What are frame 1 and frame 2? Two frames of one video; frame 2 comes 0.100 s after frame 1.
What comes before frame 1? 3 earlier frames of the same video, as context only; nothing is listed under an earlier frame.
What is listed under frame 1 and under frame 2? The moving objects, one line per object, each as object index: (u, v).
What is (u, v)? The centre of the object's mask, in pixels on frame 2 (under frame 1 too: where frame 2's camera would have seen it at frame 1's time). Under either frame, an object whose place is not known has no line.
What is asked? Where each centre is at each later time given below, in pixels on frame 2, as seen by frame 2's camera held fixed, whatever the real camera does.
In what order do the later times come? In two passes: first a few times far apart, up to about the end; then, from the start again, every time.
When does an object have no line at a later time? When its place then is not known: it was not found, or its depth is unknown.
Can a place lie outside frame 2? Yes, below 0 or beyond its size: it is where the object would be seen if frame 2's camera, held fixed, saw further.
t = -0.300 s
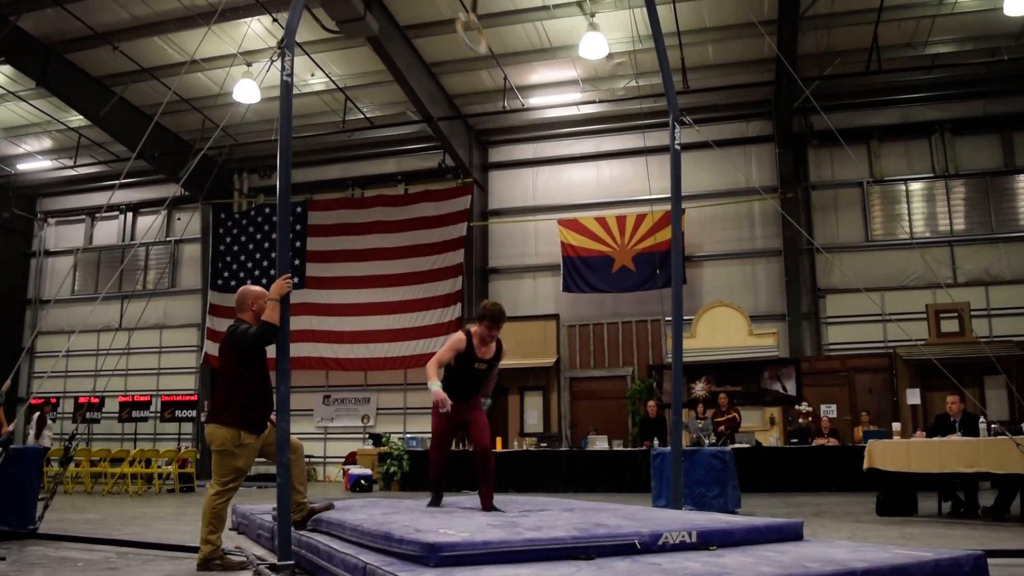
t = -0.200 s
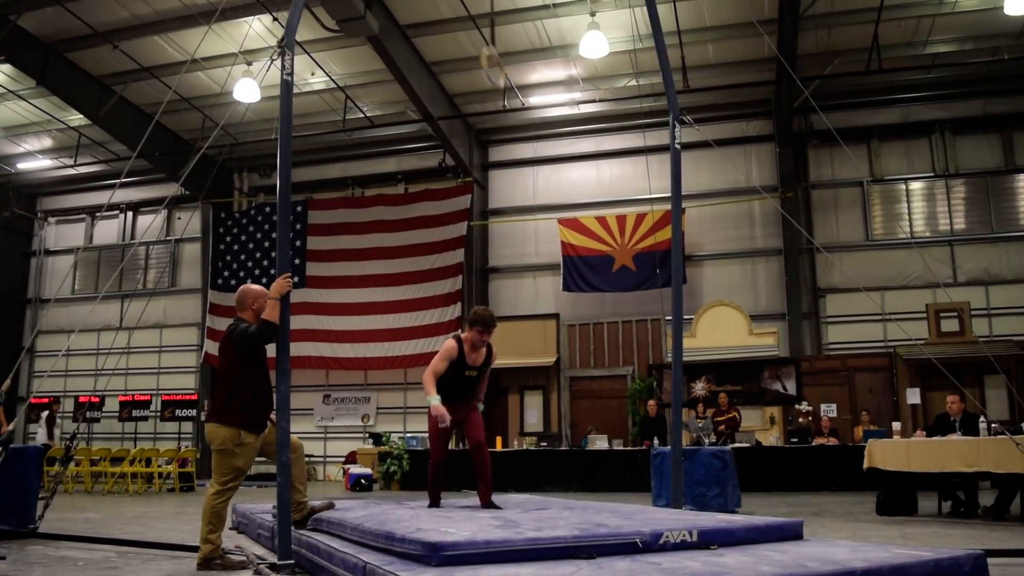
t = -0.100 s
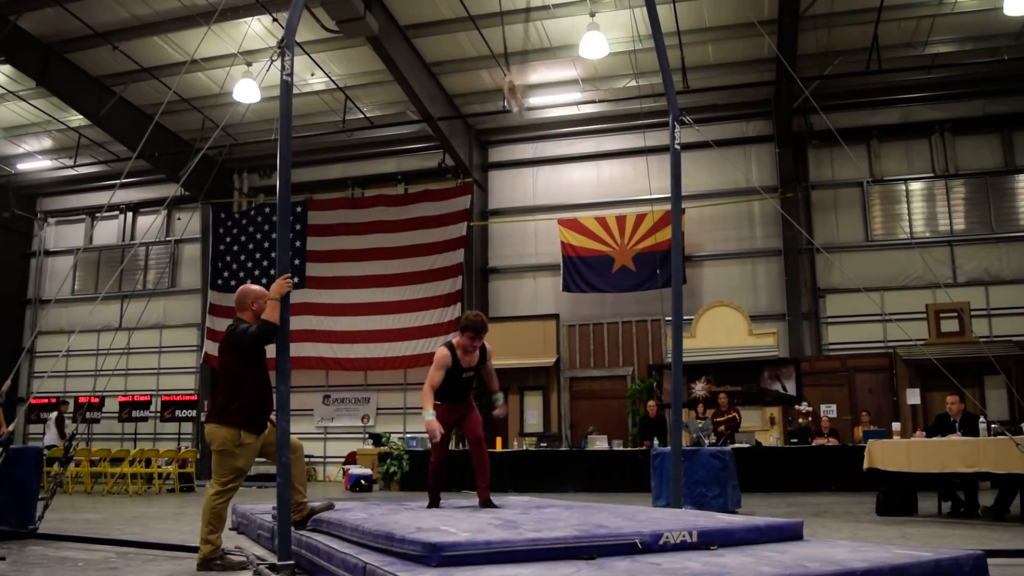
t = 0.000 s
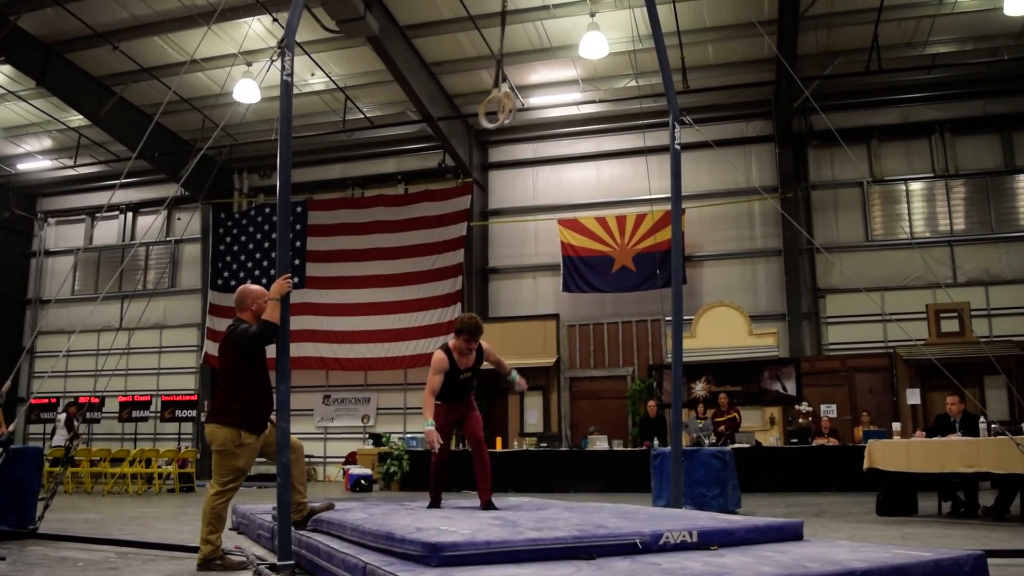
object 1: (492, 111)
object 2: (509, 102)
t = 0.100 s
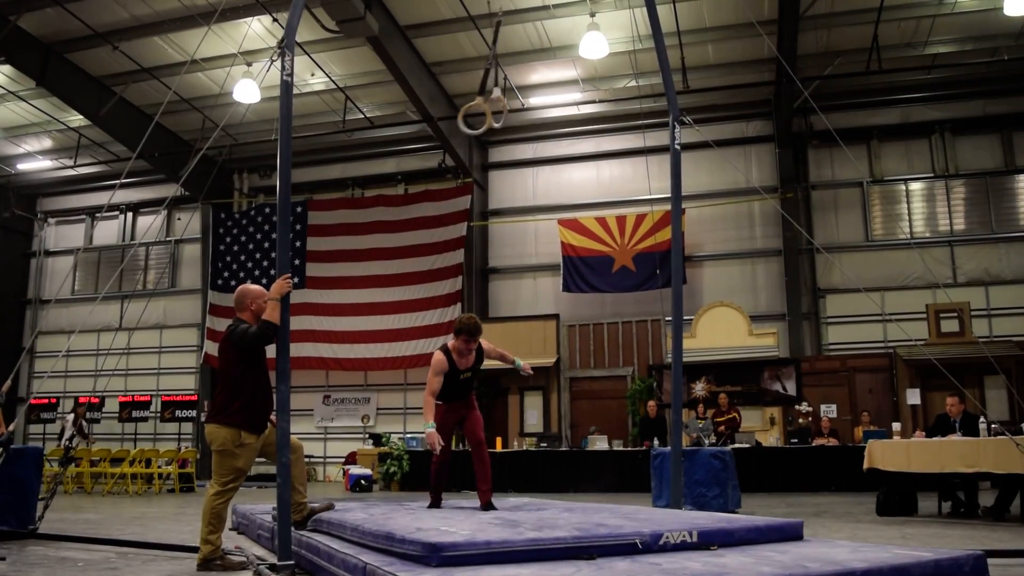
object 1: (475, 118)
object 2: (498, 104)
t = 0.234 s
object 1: (456, 126)
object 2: (484, 116)
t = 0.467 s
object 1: (438, 135)
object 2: (462, 132)
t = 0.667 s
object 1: (428, 128)
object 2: (458, 127)
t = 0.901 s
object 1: (408, 126)
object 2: (477, 132)
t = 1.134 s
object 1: (392, 121)
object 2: (518, 138)
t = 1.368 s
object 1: (405, 108)
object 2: (557, 128)
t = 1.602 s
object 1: (450, 86)
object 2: (584, 120)
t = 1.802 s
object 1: (491, 53)
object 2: (597, 88)
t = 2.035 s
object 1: (532, 24)
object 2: (612, 65)
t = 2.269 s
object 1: (548, 10)
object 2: (617, 60)
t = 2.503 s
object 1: (560, 22)
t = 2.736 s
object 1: (552, 61)
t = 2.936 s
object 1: (508, 89)
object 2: (504, 89)
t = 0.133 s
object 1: (469, 119)
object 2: (494, 110)
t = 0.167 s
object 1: (465, 121)
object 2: (490, 112)
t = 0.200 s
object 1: (460, 123)
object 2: (487, 114)
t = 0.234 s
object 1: (456, 126)
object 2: (484, 116)
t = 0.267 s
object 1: (452, 128)
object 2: (481, 119)
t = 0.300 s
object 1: (449, 130)
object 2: (477, 122)
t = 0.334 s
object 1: (446, 132)
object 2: (474, 125)
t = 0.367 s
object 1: (444, 134)
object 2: (471, 127)
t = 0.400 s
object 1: (442, 135)
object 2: (467, 129)
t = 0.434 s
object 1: (440, 135)
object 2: (465, 131)
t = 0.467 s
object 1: (438, 135)
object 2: (462, 132)
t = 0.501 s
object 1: (430, 128)
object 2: (460, 132)
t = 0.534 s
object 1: (429, 128)
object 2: (458, 131)
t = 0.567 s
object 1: (433, 132)
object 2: (457, 131)
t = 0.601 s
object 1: (432, 130)
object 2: (457, 129)
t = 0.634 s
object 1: (430, 129)
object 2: (457, 128)
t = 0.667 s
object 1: (428, 128)
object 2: (458, 127)
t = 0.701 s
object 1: (426, 127)
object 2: (459, 126)
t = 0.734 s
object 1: (423, 126)
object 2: (461, 126)
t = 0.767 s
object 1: (420, 126)
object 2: (463, 126)
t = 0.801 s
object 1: (417, 126)
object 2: (466, 126)
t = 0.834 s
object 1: (414, 126)
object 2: (469, 128)
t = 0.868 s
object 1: (411, 126)
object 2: (473, 130)
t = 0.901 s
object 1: (408, 126)
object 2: (477, 132)
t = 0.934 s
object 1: (405, 126)
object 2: (481, 135)
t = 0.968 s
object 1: (402, 126)
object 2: (486, 137)
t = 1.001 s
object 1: (399, 126)
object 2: (492, 139)
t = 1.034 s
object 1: (397, 124)
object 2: (499, 140)
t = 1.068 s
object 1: (395, 123)
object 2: (505, 140)
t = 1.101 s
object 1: (393, 122)
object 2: (512, 139)
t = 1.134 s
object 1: (392, 121)
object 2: (518, 138)
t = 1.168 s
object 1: (392, 119)
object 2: (524, 136)
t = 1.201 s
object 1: (393, 117)
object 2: (530, 134)
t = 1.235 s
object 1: (394, 115)
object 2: (536, 133)
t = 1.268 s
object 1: (395, 113)
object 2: (542, 131)
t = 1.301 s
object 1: (398, 111)
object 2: (547, 130)
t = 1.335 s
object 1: (401, 110)
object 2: (552, 129)
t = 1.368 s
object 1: (405, 108)
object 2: (557, 128)
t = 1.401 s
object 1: (411, 106)
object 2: (562, 127)
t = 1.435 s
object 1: (416, 103)
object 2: (566, 127)
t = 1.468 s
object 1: (423, 100)
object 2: (570, 126)
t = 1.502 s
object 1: (429, 97)
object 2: (574, 125)
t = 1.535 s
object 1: (436, 94)
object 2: (577, 124)
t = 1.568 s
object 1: (443, 91)
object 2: (580, 122)
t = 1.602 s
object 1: (450, 86)
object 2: (584, 120)
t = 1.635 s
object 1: (457, 81)
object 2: (586, 117)
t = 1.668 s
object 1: (464, 76)
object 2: (589, 110)
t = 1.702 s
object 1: (471, 70)
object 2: (592, 106)
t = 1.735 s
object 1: (473, 70)
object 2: (593, 99)
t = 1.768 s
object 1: (485, 59)
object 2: (595, 94)
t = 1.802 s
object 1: (491, 53)
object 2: (597, 88)
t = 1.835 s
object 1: (497, 47)
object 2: (599, 83)
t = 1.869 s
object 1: (504, 41)
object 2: (602, 78)
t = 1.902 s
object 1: (508, 36)
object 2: (603, 74)
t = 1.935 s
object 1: (514, 32)
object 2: (605, 71)
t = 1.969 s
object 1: (518, 27)
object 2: (608, 68)
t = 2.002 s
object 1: (523, 25)
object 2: (610, 67)
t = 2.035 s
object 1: (532, 24)
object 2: (612, 65)
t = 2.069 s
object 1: (532, 26)
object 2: (616, 64)
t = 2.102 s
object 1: (533, 23)
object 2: (618, 64)
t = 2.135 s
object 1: (534, 19)
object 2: (619, 63)
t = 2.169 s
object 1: (536, 16)
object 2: (619, 63)
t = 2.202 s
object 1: (541, 13)
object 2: (619, 62)
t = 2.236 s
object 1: (544, 11)
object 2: (619, 61)
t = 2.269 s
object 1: (548, 10)
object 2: (617, 60)
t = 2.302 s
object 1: (552, 10)
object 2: (615, 60)
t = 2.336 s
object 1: (556, 11)
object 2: (611, 59)
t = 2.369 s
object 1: (557, 12)
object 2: (608, 59)
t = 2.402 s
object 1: (559, 14)
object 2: (604, 60)
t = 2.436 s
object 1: (560, 18)
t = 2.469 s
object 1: (560, 18)
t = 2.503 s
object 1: (560, 22)
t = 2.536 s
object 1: (560, 26)
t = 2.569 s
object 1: (560, 32)
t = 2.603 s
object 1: (560, 38)
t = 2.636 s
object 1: (558, 45)
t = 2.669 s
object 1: (558, 51)
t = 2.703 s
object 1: (555, 56)
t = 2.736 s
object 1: (552, 61)
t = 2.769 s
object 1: (547, 66)
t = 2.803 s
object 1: (545, 75)
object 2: (528, 80)
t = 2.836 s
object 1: (540, 80)
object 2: (522, 82)
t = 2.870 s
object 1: (520, 84)
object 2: (517, 84)
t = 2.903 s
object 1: (514, 87)
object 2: (502, 85)
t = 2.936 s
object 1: (508, 89)
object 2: (504, 89)
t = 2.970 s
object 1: (501, 93)
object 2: (498, 87)
